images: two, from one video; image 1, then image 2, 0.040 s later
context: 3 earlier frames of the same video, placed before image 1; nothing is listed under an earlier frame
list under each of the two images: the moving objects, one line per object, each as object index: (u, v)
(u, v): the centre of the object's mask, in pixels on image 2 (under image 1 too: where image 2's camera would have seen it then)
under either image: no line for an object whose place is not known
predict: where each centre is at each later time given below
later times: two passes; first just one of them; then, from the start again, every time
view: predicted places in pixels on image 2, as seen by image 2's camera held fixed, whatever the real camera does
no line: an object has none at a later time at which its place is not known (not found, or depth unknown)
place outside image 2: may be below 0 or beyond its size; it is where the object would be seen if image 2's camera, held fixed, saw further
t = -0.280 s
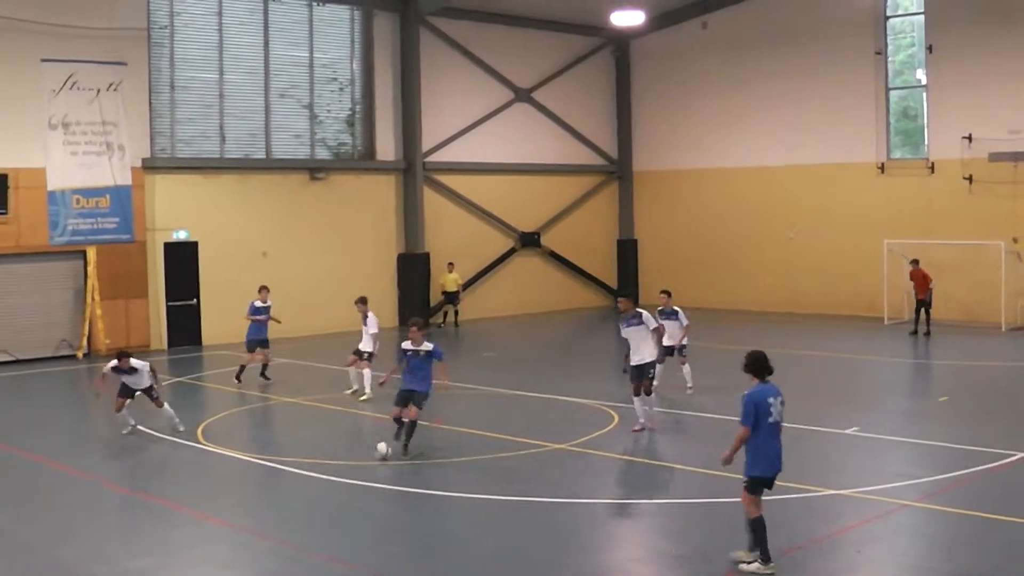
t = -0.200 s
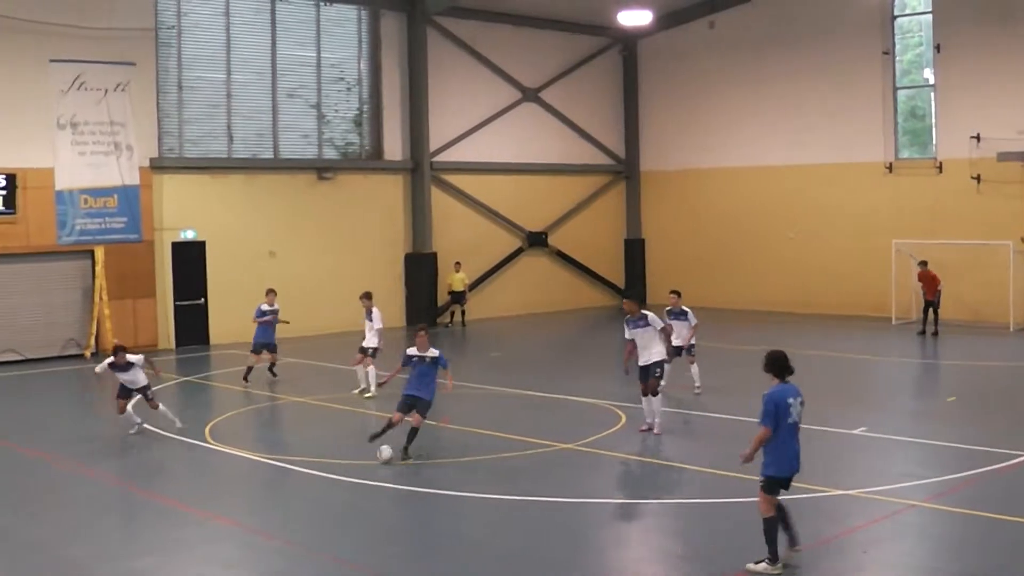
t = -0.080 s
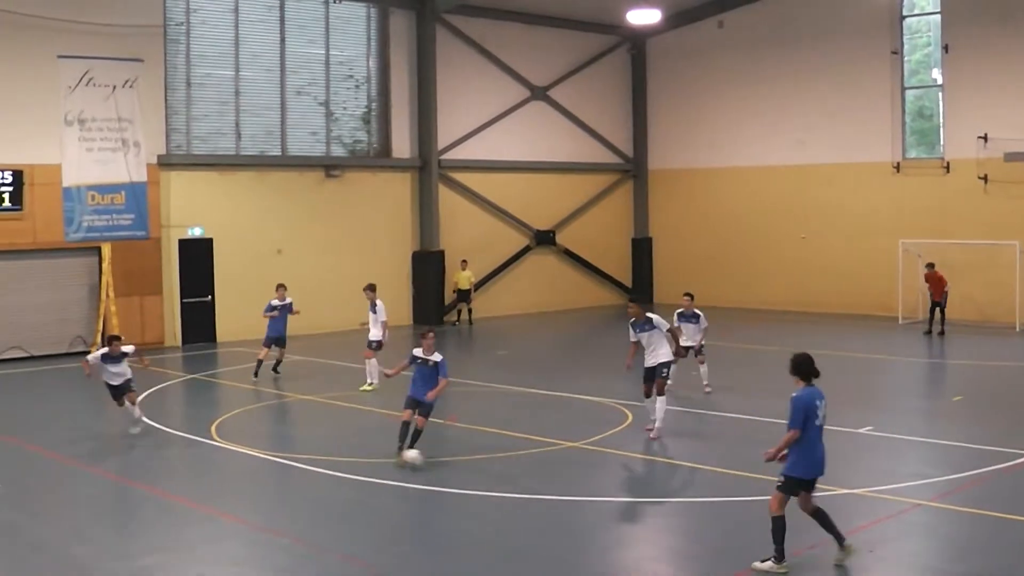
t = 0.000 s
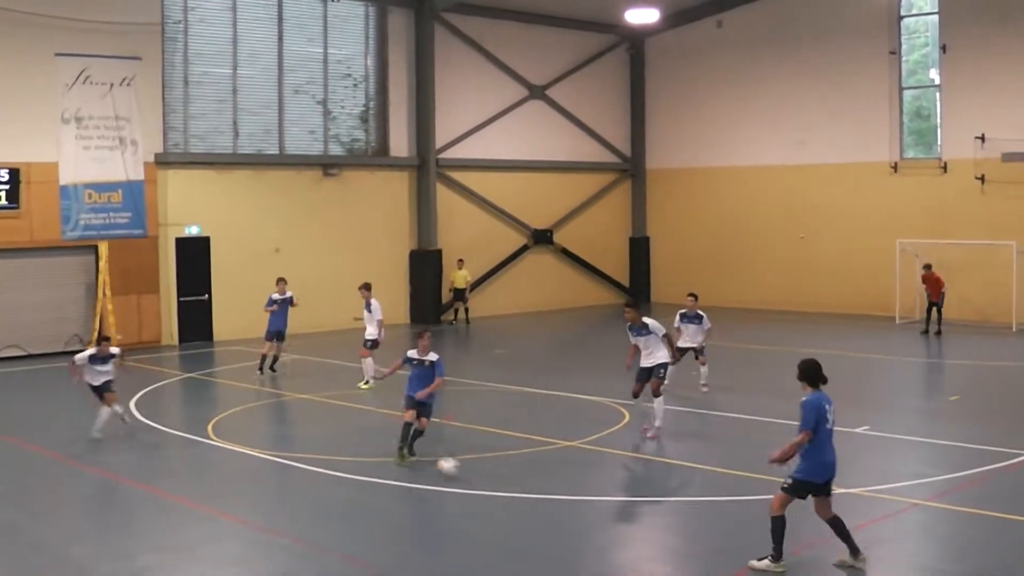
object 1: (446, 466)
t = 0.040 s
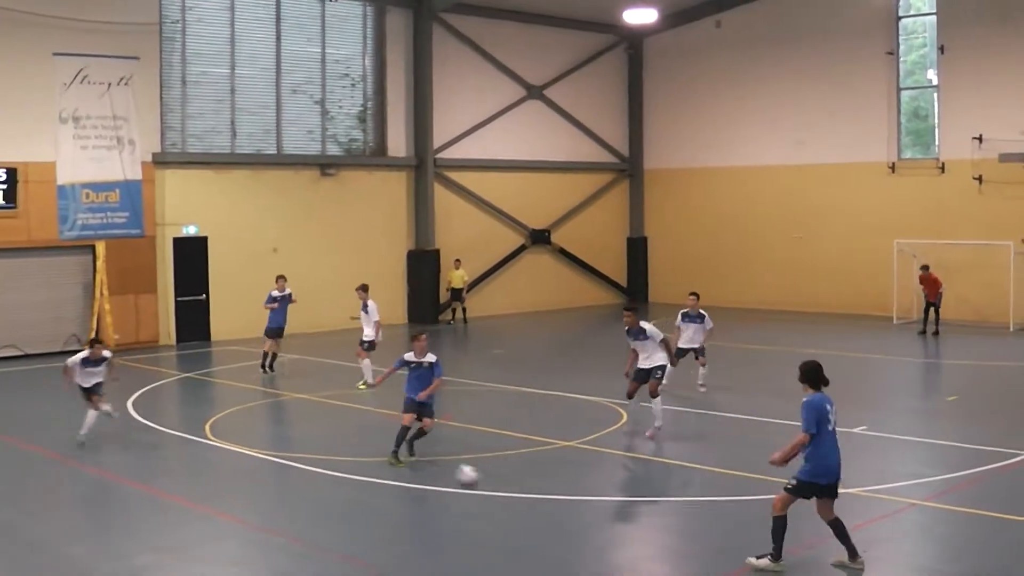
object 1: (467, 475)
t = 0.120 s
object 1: (508, 486)
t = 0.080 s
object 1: (487, 480)
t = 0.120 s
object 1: (508, 486)
